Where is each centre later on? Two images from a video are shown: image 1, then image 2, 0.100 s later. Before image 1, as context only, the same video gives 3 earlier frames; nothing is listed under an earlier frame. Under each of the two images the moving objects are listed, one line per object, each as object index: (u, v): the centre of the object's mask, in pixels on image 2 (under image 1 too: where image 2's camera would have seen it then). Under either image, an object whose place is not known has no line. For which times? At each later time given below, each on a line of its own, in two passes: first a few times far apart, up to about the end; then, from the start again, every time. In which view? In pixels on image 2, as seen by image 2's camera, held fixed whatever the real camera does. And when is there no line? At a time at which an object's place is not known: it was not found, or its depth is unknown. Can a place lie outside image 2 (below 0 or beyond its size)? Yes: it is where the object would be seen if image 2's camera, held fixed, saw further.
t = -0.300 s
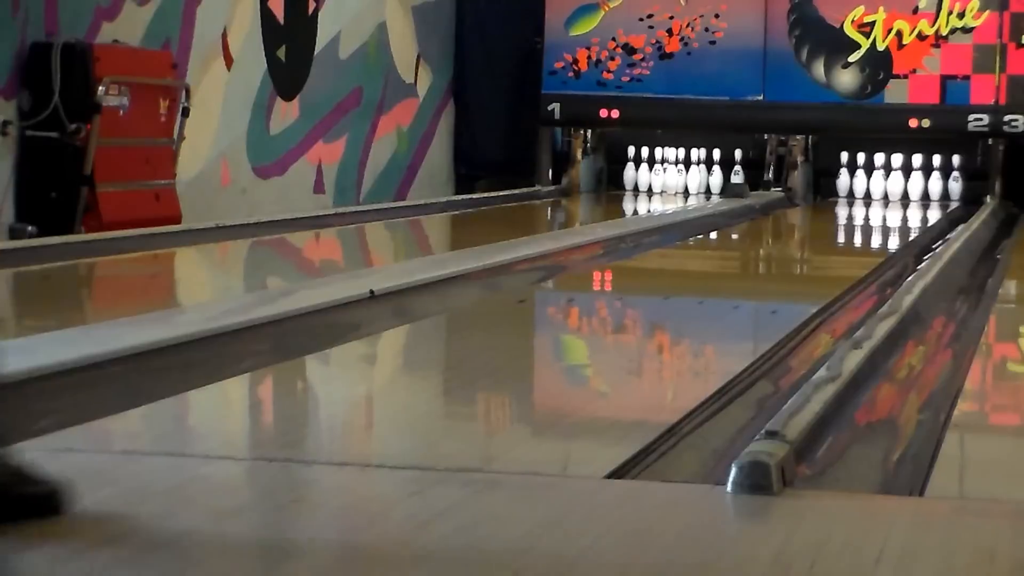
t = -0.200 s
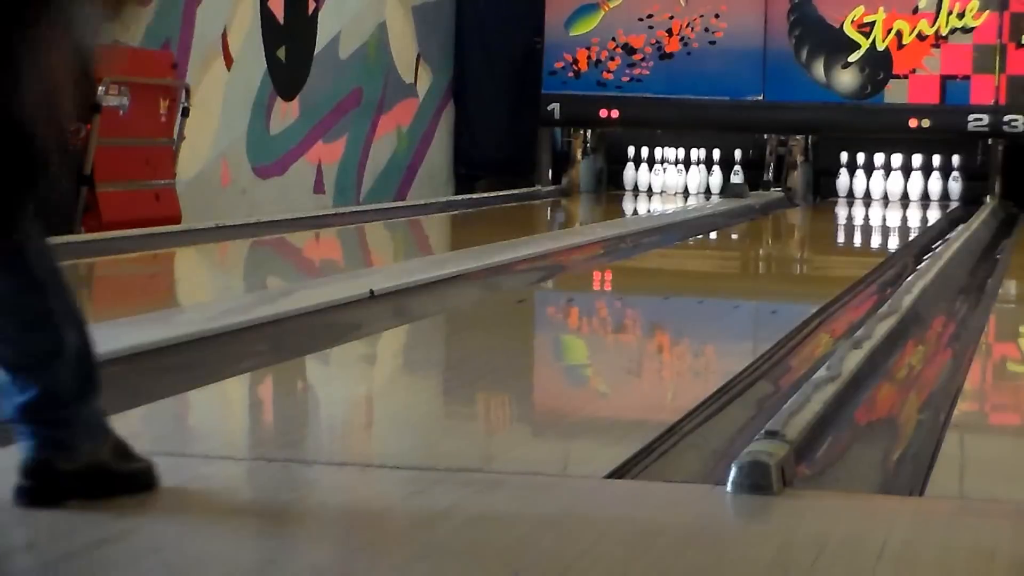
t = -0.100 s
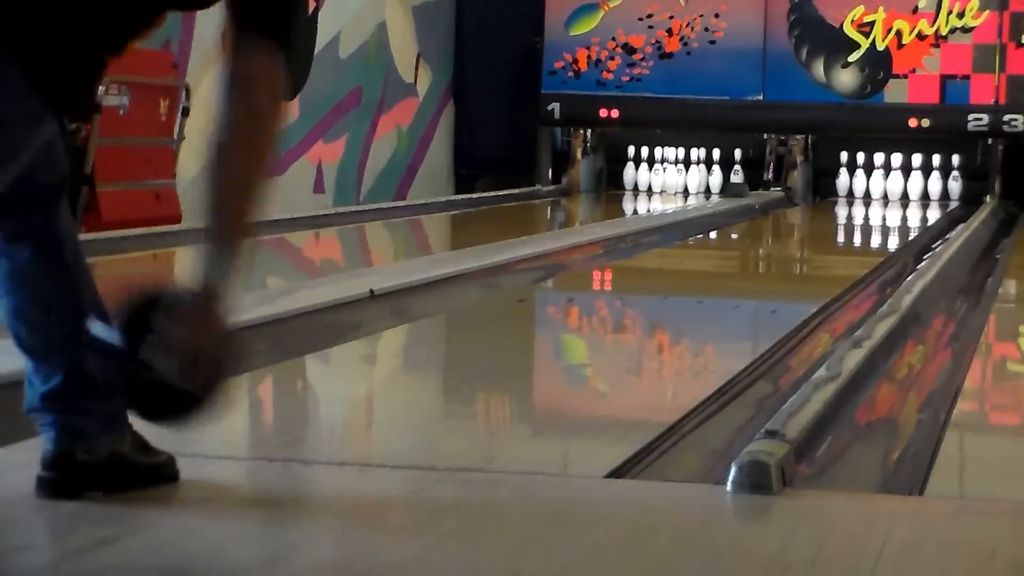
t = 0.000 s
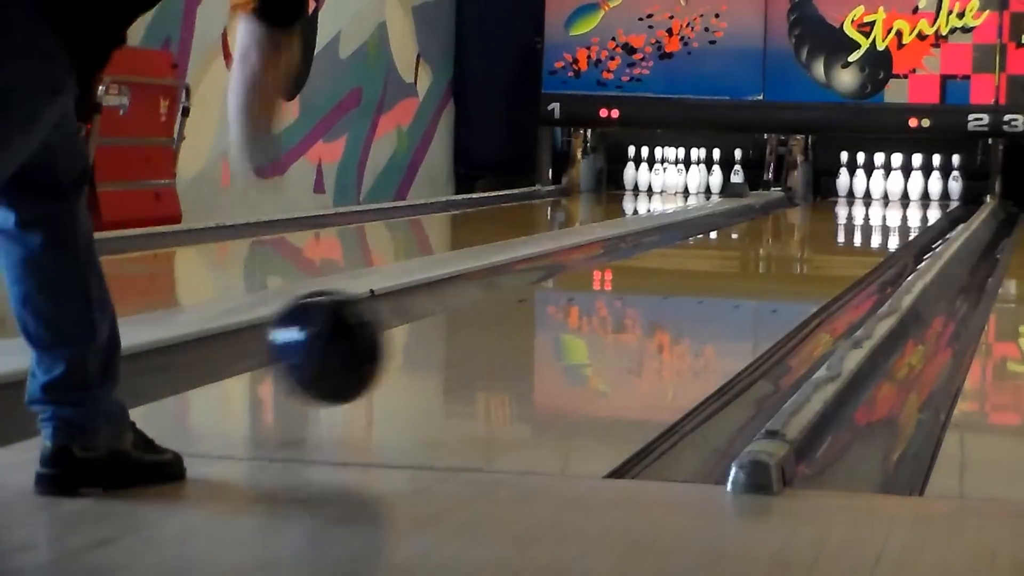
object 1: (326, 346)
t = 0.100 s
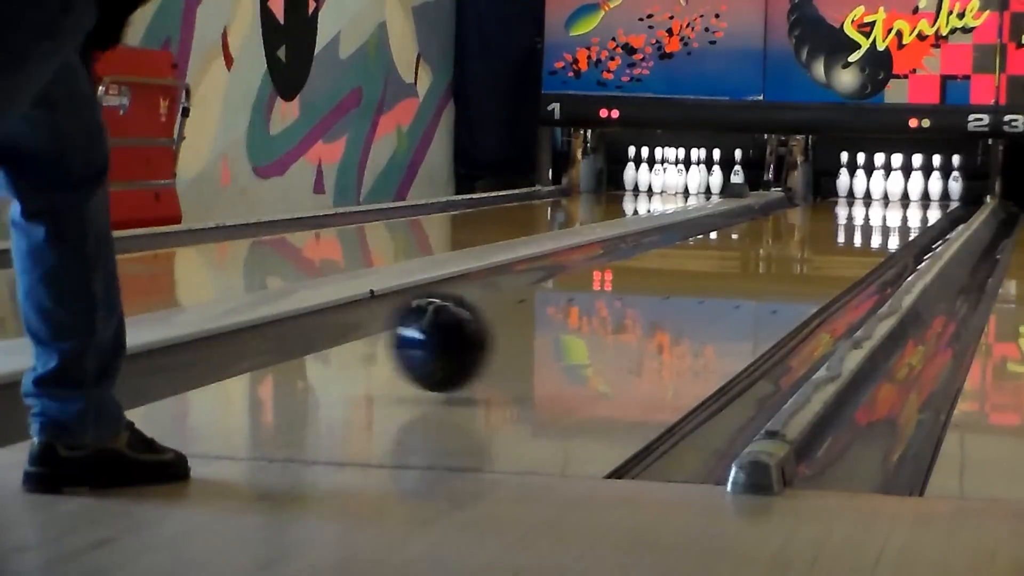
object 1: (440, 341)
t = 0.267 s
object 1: (570, 310)
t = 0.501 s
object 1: (689, 272)
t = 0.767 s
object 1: (772, 246)
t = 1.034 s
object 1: (829, 227)
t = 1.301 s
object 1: (867, 215)
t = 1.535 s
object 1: (892, 206)
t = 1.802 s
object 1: (908, 198)
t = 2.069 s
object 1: (910, 192)
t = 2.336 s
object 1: (905, 188)
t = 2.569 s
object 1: (913, 187)
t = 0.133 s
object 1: (471, 340)
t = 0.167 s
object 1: (500, 327)
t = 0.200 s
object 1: (524, 321)
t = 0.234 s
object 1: (548, 317)
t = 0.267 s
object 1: (570, 310)
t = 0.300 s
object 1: (591, 303)
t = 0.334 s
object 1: (610, 297)
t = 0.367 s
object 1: (629, 292)
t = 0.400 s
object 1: (645, 286)
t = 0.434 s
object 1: (661, 281)
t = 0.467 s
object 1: (675, 276)
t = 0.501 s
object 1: (689, 272)
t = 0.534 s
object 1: (701, 268)
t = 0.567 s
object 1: (714, 264)
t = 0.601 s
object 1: (725, 261)
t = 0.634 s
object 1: (735, 258)
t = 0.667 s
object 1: (745, 255)
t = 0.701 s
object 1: (755, 253)
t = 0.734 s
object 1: (764, 249)
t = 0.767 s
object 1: (772, 246)
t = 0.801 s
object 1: (781, 243)
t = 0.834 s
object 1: (789, 242)
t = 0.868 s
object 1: (796, 239)
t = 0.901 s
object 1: (803, 237)
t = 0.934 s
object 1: (810, 235)
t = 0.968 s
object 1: (817, 232)
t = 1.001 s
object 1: (822, 229)
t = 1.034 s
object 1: (829, 227)
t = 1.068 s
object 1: (834, 225)
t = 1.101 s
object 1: (839, 223)
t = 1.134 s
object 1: (845, 222)
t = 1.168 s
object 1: (850, 220)
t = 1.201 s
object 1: (855, 219)
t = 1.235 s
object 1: (859, 218)
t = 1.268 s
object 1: (864, 216)
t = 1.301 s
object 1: (867, 215)
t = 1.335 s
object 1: (871, 214)
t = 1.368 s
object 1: (875, 212)
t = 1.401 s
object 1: (880, 211)
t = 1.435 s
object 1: (883, 209)
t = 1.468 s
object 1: (886, 208)
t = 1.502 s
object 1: (890, 207)
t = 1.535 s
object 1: (892, 206)
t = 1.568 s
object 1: (895, 205)
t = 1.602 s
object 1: (897, 204)
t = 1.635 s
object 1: (900, 203)
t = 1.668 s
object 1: (902, 202)
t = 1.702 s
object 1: (904, 201)
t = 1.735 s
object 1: (905, 200)
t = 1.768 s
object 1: (907, 199)
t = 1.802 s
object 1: (908, 198)
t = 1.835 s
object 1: (909, 197)
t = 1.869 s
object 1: (909, 196)
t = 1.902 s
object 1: (910, 195)
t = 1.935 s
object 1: (910, 195)
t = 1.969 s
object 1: (911, 194)
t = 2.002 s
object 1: (910, 194)
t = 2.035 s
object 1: (910, 193)
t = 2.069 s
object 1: (910, 192)
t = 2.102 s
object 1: (909, 192)
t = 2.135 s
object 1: (909, 191)
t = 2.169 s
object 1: (908, 191)
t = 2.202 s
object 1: (907, 190)
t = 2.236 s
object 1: (905, 190)
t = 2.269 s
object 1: (905, 189)
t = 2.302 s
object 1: (906, 189)
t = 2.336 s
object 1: (905, 188)
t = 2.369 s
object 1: (906, 188)
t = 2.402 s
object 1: (906, 188)
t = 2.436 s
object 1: (907, 187)
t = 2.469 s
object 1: (909, 187)
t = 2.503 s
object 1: (911, 188)
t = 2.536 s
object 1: (911, 188)
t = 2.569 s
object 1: (913, 187)
